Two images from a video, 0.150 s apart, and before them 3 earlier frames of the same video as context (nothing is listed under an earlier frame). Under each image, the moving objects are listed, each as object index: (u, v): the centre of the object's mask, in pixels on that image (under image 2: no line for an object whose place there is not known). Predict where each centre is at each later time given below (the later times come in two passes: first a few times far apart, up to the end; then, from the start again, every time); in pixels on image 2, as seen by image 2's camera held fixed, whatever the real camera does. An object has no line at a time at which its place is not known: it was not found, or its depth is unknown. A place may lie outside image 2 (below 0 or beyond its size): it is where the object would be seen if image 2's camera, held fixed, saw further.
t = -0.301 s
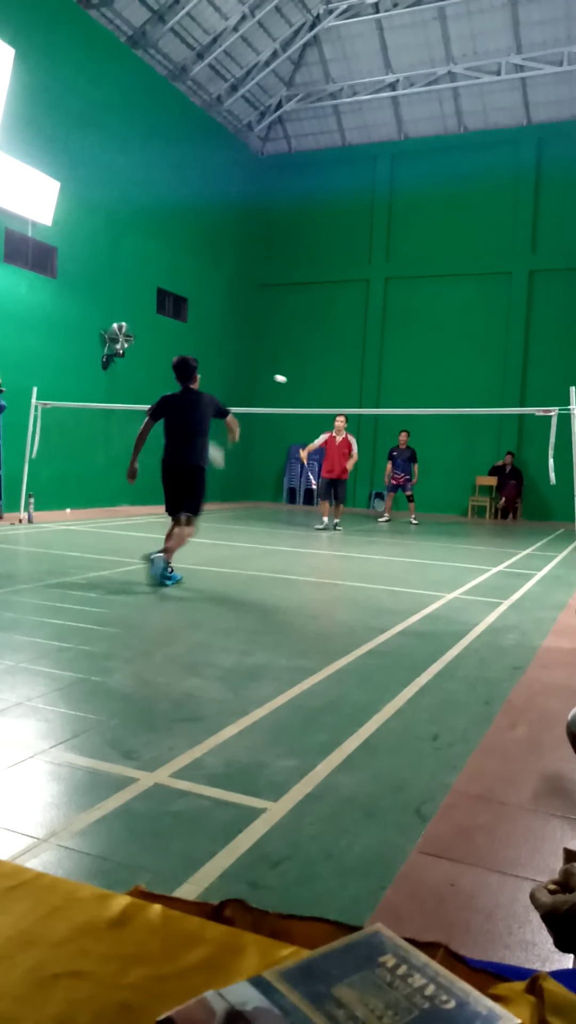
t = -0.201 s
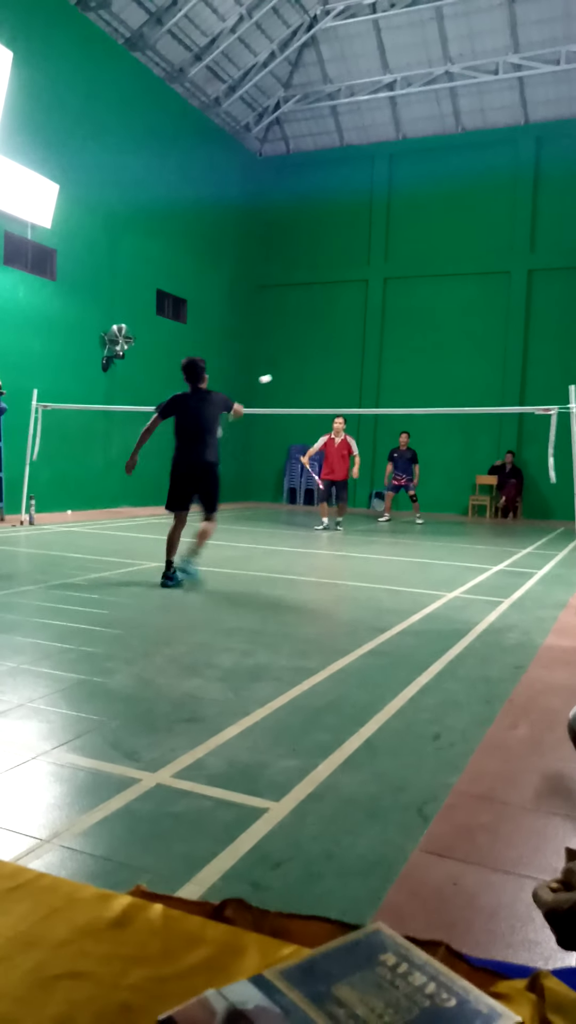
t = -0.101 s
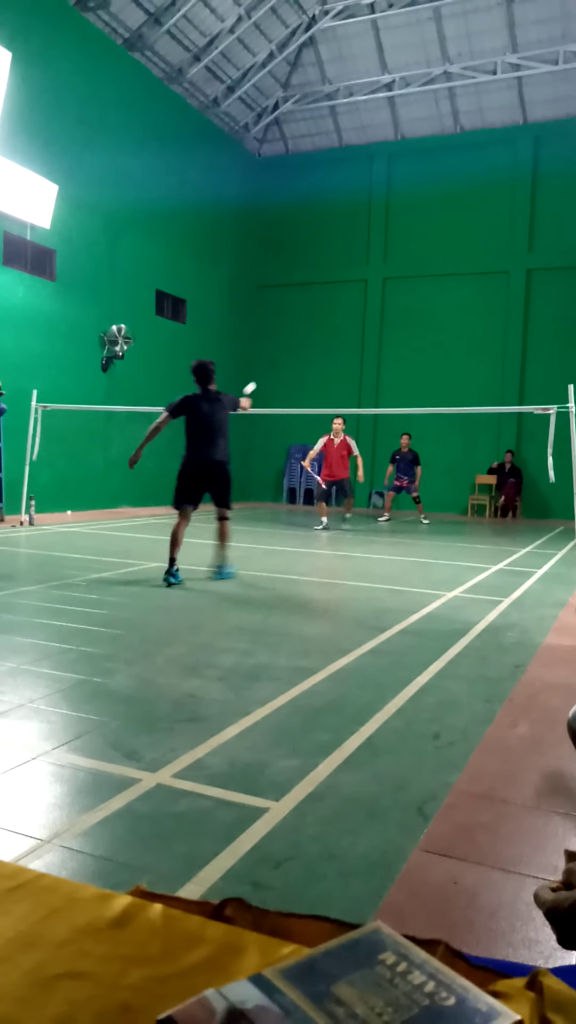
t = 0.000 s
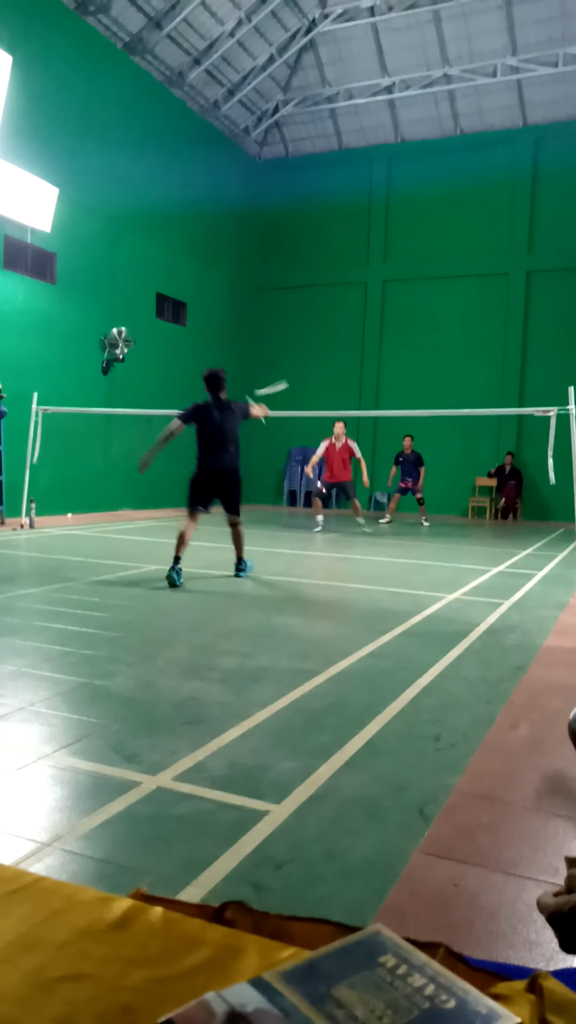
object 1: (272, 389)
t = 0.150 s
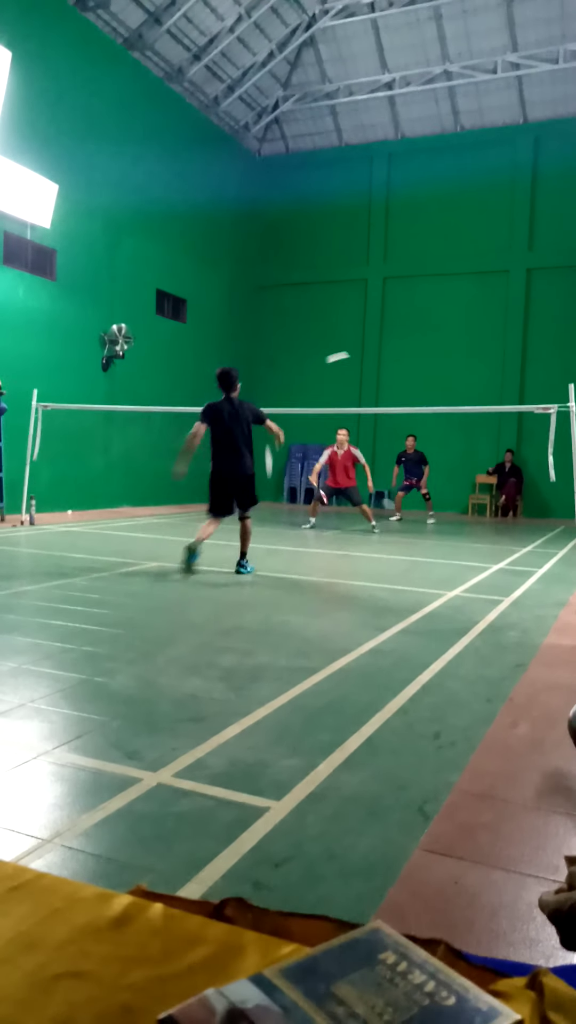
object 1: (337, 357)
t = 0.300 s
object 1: (386, 361)
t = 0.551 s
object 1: (447, 402)
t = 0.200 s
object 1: (355, 356)
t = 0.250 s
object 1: (371, 358)
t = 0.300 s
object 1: (386, 361)
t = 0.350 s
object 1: (401, 366)
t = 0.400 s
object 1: (414, 372)
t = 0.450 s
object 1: (426, 381)
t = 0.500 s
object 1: (437, 391)
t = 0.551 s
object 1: (447, 402)
